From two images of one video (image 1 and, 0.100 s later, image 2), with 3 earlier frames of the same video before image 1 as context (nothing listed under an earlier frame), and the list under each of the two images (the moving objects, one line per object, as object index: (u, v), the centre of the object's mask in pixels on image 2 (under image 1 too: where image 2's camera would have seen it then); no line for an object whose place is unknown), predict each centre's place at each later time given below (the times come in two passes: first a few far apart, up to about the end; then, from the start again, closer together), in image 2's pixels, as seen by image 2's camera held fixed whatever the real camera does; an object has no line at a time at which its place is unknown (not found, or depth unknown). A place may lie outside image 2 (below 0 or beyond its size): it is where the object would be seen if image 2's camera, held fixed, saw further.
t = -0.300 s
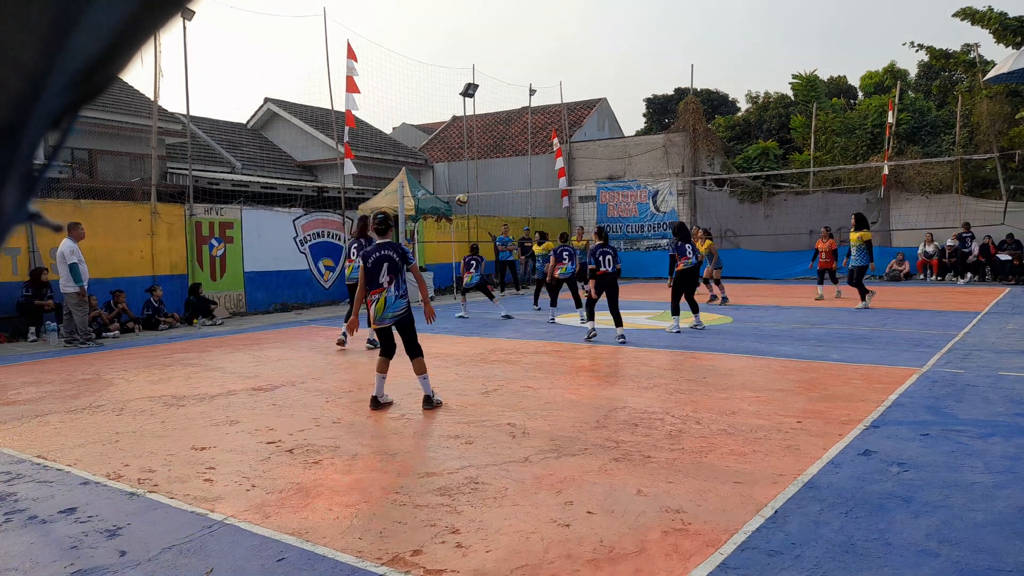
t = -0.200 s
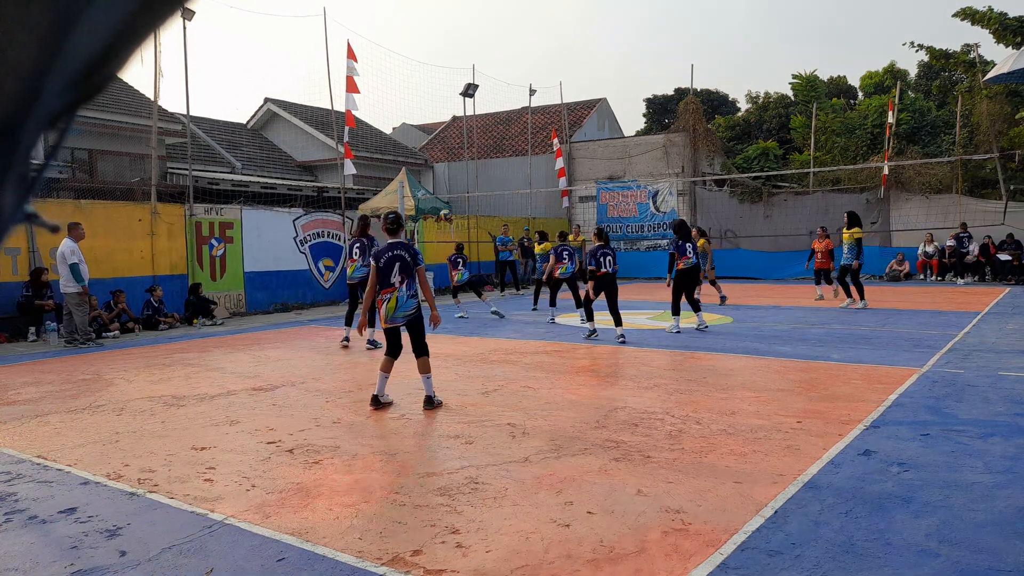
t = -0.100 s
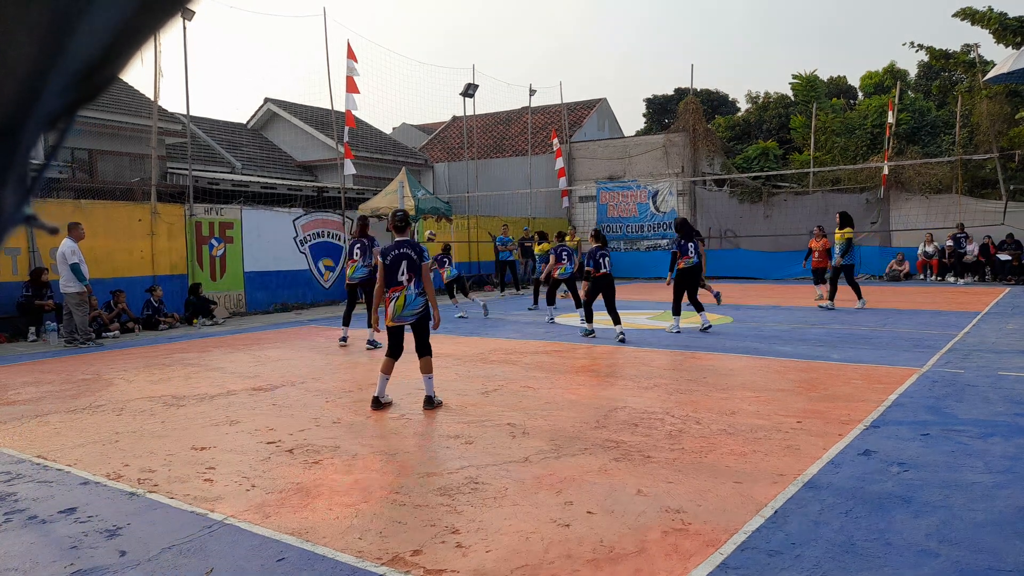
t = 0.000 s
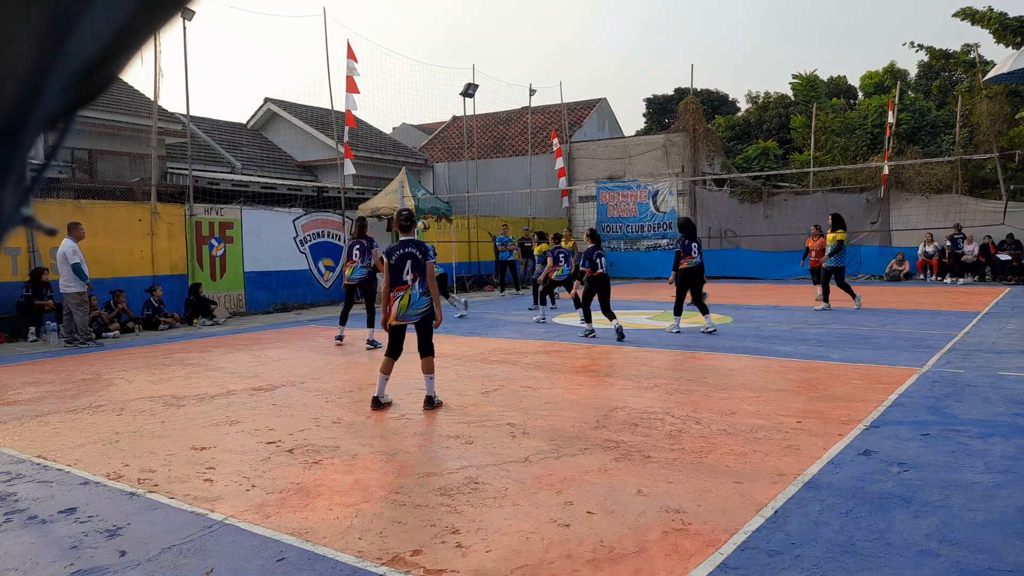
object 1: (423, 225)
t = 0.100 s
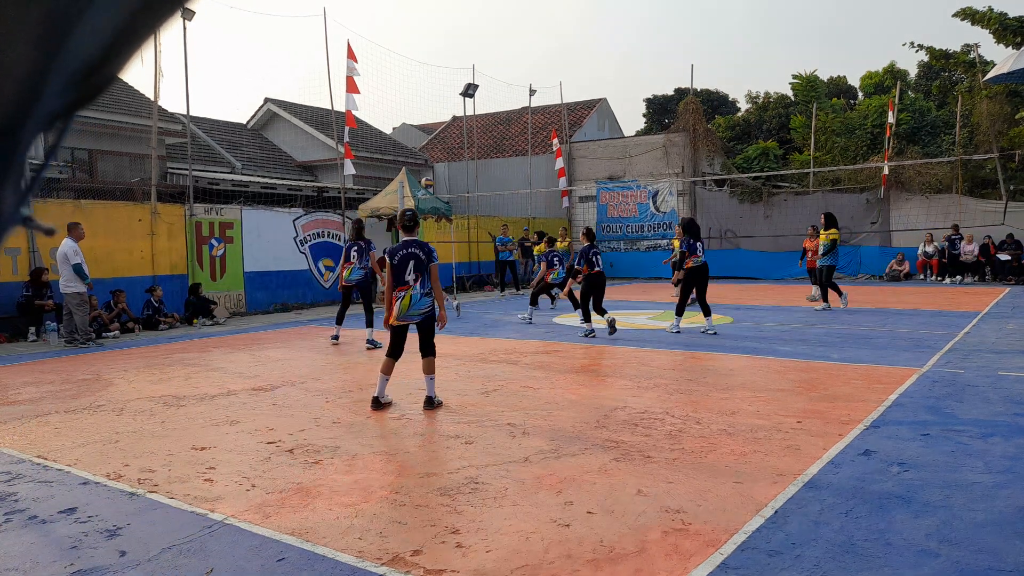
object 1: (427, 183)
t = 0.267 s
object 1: (433, 120)
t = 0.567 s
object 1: (446, 45)
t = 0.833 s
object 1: (460, 18)
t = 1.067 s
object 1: (473, 32)
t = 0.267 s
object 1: (433, 120)
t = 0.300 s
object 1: (435, 111)
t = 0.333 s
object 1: (436, 100)
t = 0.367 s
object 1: (437, 90)
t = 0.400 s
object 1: (439, 81)
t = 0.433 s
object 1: (441, 72)
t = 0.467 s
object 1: (442, 65)
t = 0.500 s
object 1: (443, 57)
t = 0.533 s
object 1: (445, 51)
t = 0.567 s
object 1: (446, 45)
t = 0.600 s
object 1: (448, 39)
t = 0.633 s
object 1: (450, 34)
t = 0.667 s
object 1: (451, 30)
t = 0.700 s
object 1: (453, 26)
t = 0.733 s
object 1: (455, 23)
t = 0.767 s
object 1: (456, 21)
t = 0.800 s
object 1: (458, 20)
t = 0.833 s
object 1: (460, 18)
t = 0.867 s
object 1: (462, 18)
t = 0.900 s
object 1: (463, 19)
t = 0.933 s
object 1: (465, 20)
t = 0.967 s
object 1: (467, 22)
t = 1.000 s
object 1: (469, 24)
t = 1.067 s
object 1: (473, 32)
